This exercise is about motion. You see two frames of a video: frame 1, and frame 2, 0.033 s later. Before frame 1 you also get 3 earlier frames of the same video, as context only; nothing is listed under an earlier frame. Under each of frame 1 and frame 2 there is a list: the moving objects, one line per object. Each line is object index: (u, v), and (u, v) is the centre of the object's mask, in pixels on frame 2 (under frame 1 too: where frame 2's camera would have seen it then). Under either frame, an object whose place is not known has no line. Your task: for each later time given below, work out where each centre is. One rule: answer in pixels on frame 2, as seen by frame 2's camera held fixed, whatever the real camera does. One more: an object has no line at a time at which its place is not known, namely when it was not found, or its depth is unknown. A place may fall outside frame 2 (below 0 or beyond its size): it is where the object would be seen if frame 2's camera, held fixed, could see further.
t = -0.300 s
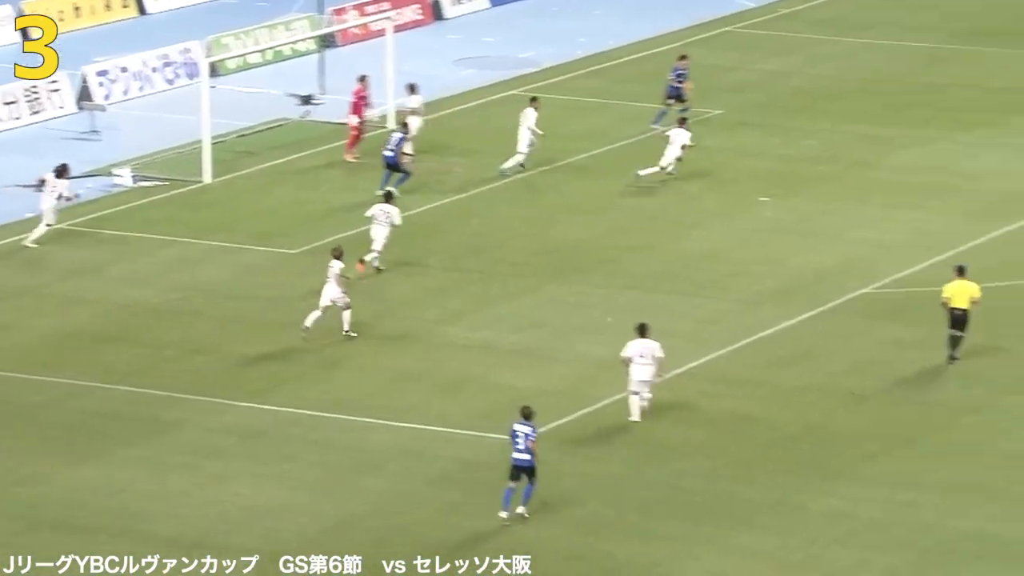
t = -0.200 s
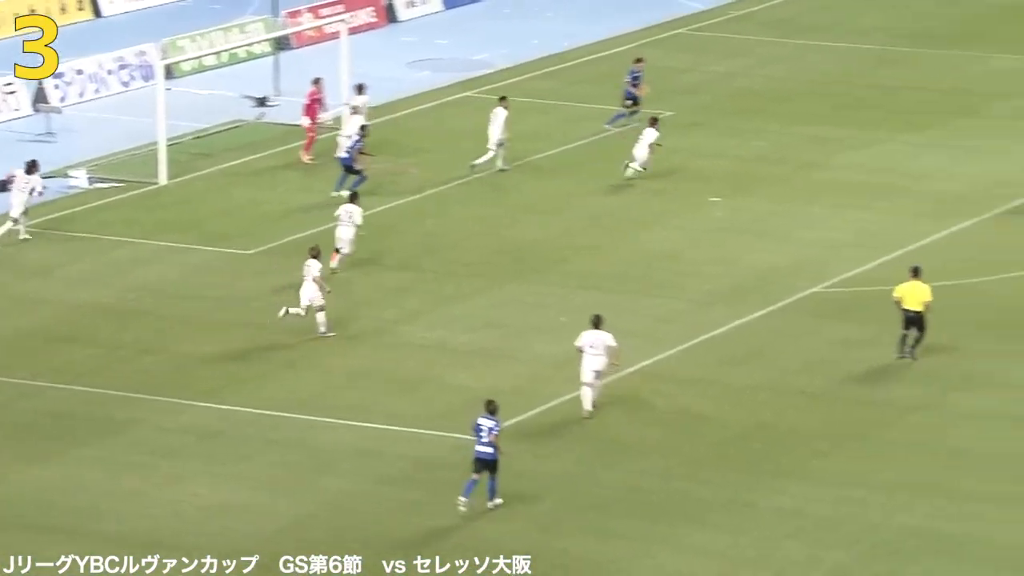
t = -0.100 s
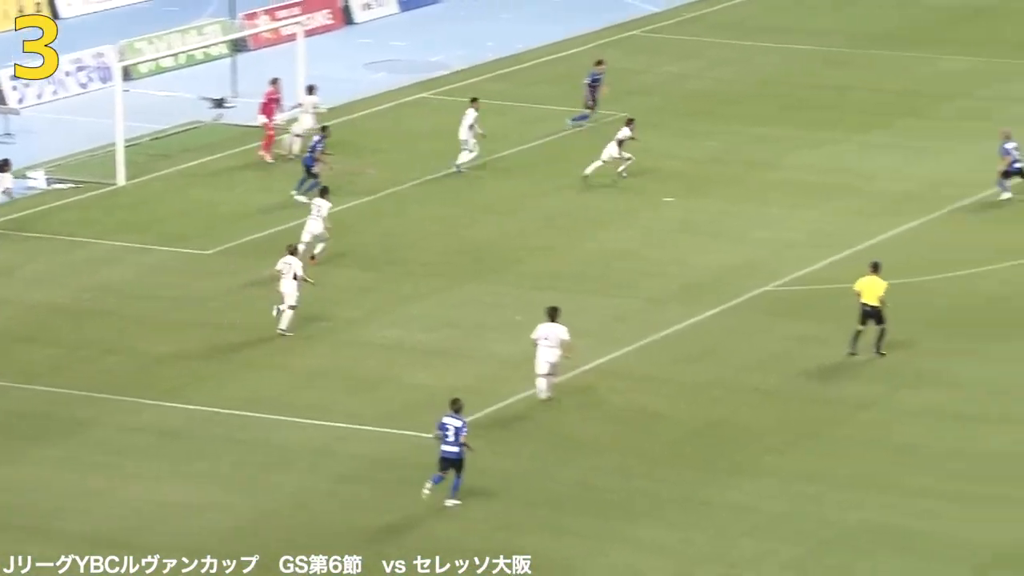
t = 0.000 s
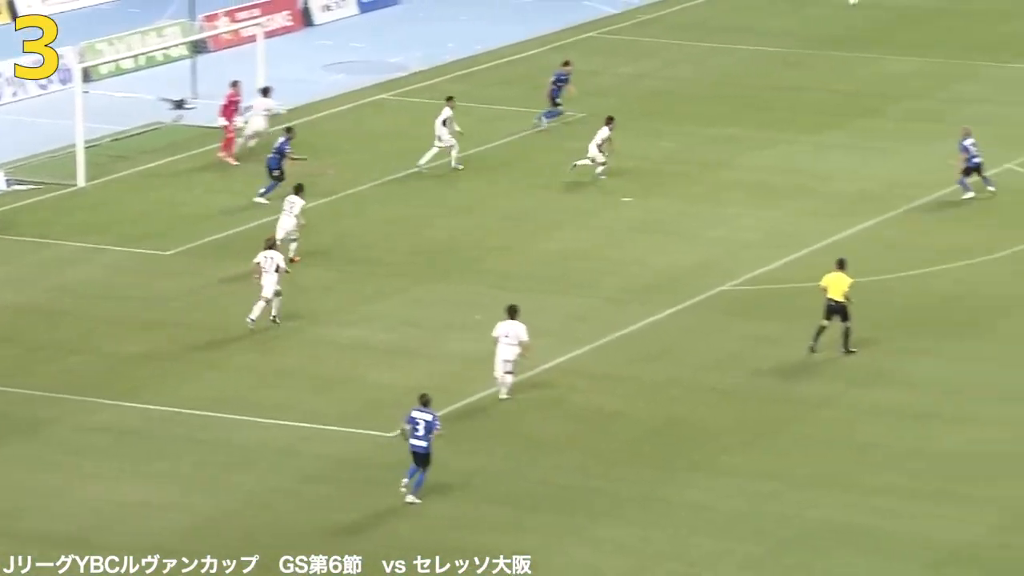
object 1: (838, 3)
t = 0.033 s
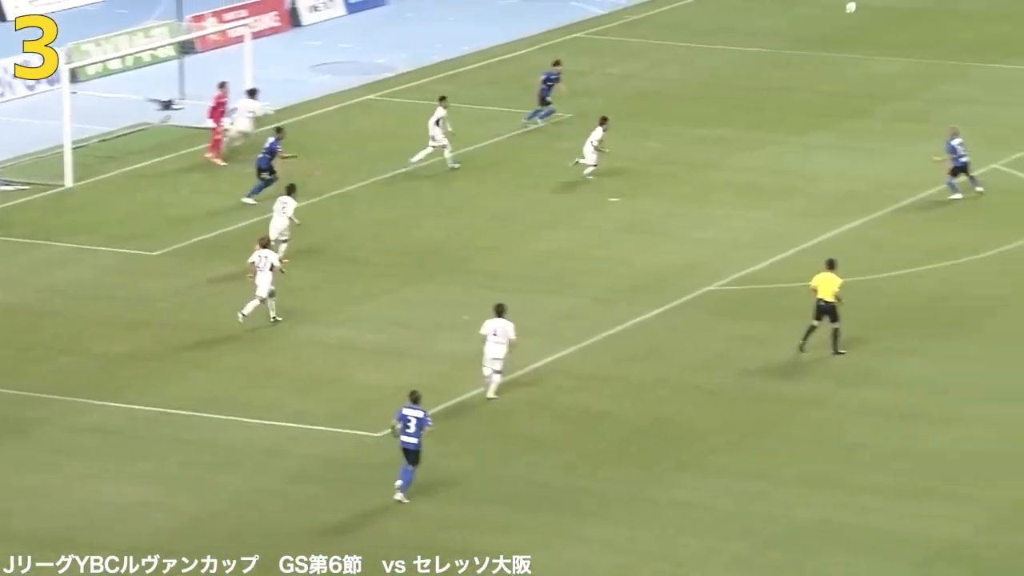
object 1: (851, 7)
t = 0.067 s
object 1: (862, 15)
